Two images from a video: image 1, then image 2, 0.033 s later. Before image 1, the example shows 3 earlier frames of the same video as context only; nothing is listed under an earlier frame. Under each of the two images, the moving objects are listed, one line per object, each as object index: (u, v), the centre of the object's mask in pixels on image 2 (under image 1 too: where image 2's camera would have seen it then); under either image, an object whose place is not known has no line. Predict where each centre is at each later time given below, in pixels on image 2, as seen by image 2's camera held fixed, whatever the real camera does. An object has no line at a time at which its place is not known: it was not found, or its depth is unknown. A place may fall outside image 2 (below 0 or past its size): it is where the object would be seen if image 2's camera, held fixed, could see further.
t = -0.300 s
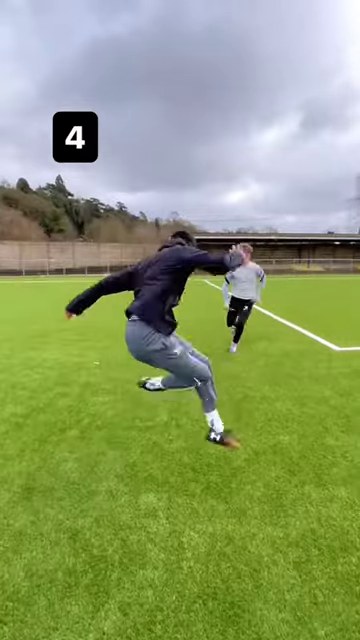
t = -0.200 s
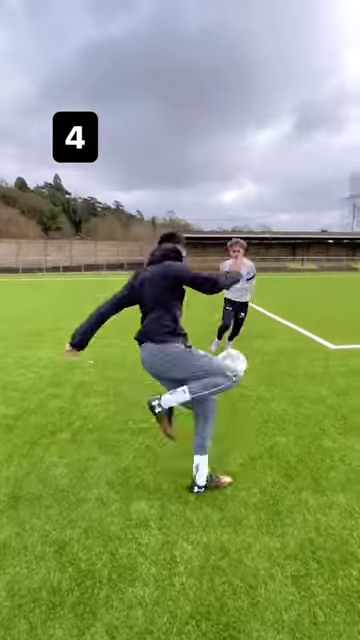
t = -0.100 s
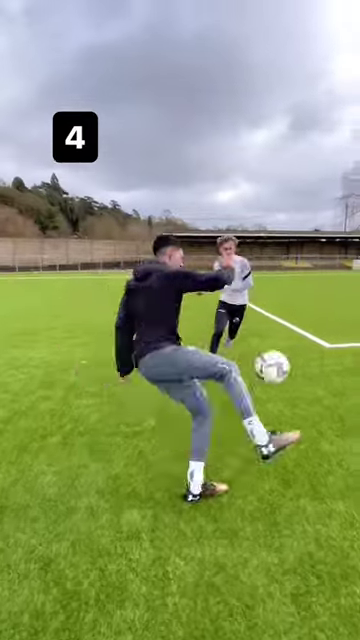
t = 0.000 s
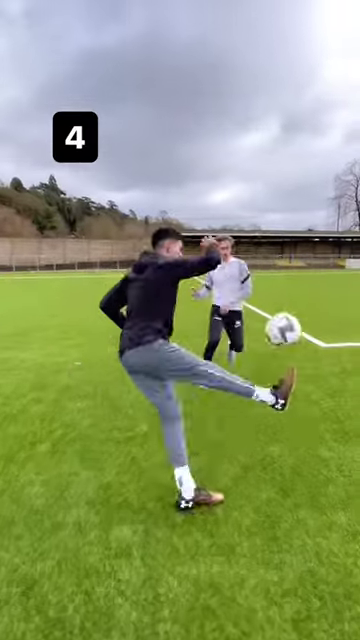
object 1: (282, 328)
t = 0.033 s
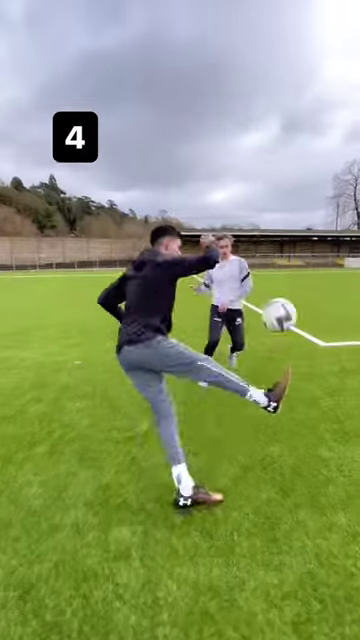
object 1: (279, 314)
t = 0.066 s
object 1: (272, 289)
